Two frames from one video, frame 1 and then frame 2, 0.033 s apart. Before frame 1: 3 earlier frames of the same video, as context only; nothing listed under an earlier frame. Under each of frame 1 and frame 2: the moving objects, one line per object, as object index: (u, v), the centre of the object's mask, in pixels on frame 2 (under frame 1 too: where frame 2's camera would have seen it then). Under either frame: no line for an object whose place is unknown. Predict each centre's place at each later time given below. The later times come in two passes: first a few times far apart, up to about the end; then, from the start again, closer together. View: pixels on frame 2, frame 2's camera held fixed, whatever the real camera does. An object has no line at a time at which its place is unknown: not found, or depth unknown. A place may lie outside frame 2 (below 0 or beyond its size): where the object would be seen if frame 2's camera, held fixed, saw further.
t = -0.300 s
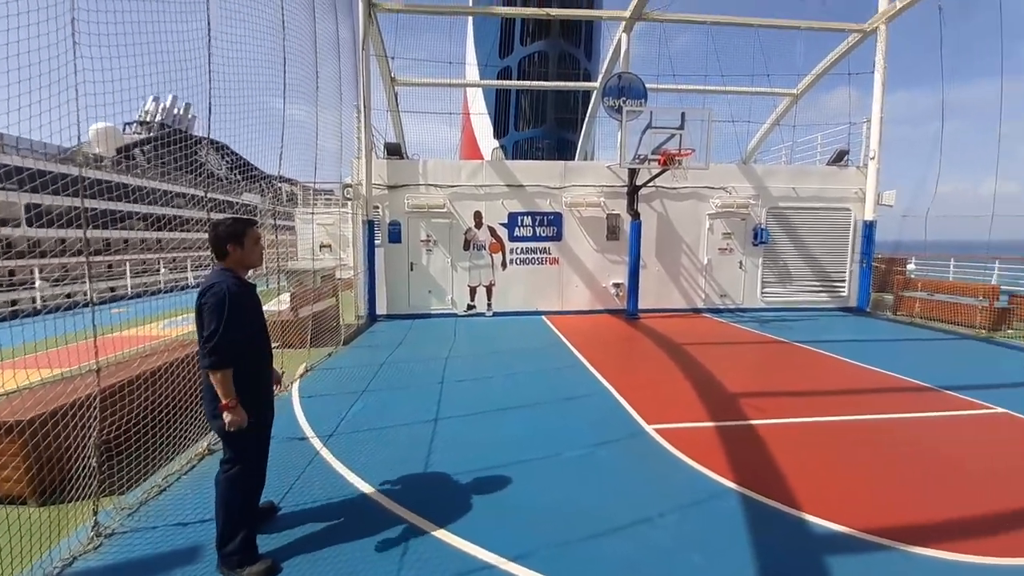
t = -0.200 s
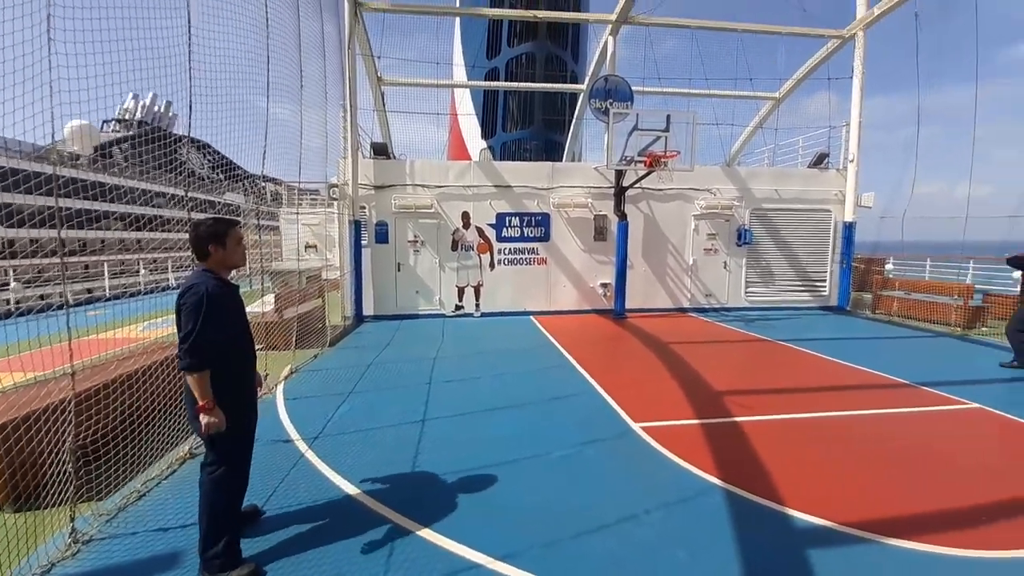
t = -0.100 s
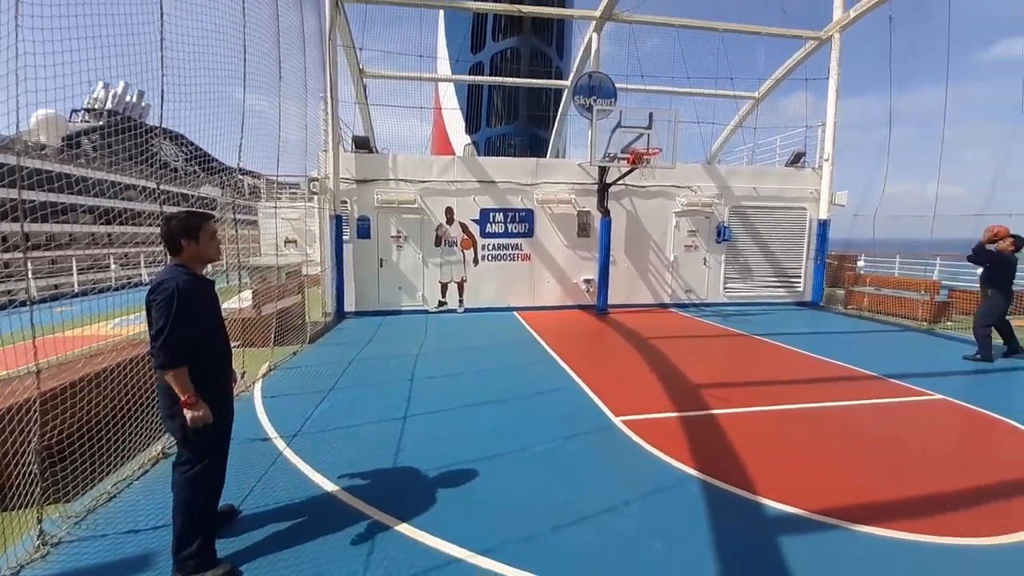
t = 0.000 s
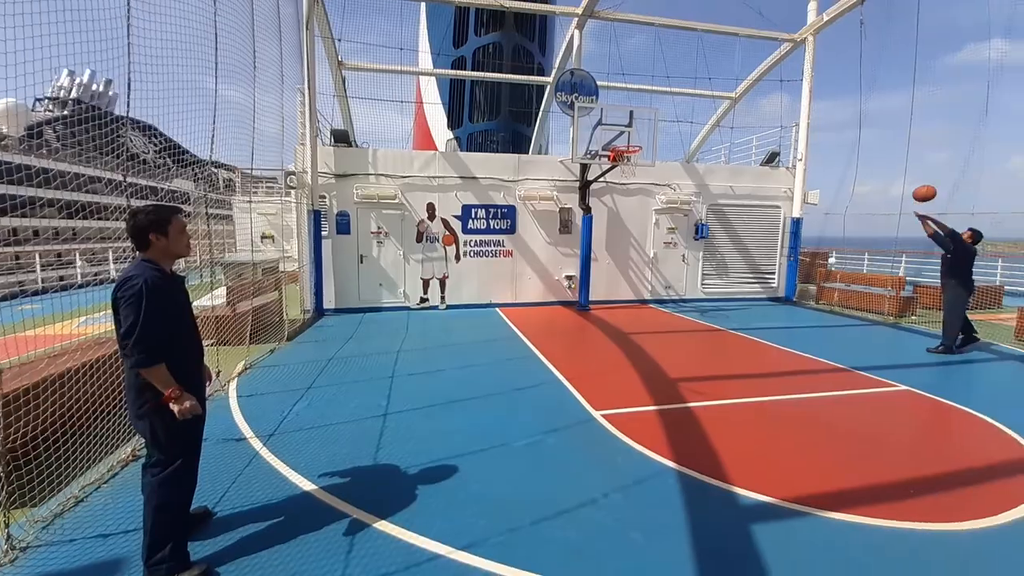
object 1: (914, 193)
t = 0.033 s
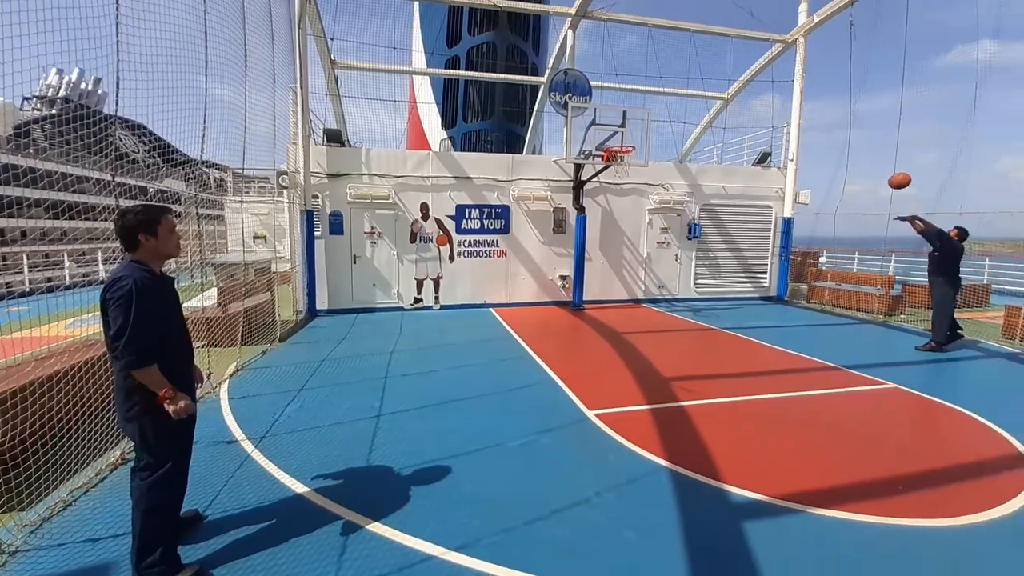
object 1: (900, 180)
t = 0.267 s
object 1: (805, 118)
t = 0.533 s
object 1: (708, 94)
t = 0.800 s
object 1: (621, 115)
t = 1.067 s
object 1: (547, 171)
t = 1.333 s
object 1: (481, 256)
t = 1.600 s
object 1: (439, 277)
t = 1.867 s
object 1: (415, 222)
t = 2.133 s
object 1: (395, 204)
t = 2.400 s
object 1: (377, 227)
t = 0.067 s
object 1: (885, 169)
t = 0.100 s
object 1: (871, 159)
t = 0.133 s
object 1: (858, 149)
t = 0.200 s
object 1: (831, 132)
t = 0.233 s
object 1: (817, 124)
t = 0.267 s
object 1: (805, 118)
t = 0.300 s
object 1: (793, 112)
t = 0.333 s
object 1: (780, 108)
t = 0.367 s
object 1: (767, 104)
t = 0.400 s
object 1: (755, 100)
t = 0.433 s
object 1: (743, 98)
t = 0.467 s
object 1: (731, 96)
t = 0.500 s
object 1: (719, 94)
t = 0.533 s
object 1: (708, 94)
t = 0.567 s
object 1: (696, 94)
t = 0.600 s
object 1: (684, 95)
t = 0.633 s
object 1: (674, 98)
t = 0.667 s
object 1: (663, 100)
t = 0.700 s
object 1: (652, 103)
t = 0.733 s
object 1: (641, 106)
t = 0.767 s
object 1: (631, 110)
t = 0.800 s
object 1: (621, 115)
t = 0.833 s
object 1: (611, 120)
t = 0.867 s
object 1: (602, 126)
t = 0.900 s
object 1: (591, 132)
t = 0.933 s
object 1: (582, 139)
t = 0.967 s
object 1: (573, 146)
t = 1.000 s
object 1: (565, 154)
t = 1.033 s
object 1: (555, 162)
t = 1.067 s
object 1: (547, 171)
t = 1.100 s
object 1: (538, 180)
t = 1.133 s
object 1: (529, 190)
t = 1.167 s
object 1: (520, 200)
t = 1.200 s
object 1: (513, 210)
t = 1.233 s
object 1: (504, 221)
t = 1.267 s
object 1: (497, 232)
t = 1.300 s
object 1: (489, 244)
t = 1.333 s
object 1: (481, 256)
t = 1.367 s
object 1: (474, 269)
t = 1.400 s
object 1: (467, 282)
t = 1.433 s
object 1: (459, 295)
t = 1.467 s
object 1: (452, 309)
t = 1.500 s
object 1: (447, 308)
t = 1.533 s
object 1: (444, 297)
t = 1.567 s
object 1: (442, 286)
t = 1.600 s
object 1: (439, 277)
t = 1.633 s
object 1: (435, 268)
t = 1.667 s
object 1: (433, 259)
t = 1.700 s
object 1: (430, 252)
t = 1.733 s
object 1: (427, 243)
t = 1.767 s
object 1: (423, 237)
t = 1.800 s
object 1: (419, 230)
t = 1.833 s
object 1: (417, 226)
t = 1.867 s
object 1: (415, 222)
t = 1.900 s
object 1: (413, 217)
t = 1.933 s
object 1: (410, 214)
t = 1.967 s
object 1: (408, 211)
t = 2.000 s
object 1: (405, 207)
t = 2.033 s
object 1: (402, 207)
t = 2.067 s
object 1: (400, 206)
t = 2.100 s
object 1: (397, 205)
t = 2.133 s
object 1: (395, 204)
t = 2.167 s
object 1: (392, 207)
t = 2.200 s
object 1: (390, 208)
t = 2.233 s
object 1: (388, 209)
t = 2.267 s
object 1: (385, 212)
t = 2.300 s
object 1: (383, 215)
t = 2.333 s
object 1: (381, 219)
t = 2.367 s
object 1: (379, 222)
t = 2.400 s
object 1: (377, 227)
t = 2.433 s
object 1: (375, 233)
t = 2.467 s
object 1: (373, 237)
